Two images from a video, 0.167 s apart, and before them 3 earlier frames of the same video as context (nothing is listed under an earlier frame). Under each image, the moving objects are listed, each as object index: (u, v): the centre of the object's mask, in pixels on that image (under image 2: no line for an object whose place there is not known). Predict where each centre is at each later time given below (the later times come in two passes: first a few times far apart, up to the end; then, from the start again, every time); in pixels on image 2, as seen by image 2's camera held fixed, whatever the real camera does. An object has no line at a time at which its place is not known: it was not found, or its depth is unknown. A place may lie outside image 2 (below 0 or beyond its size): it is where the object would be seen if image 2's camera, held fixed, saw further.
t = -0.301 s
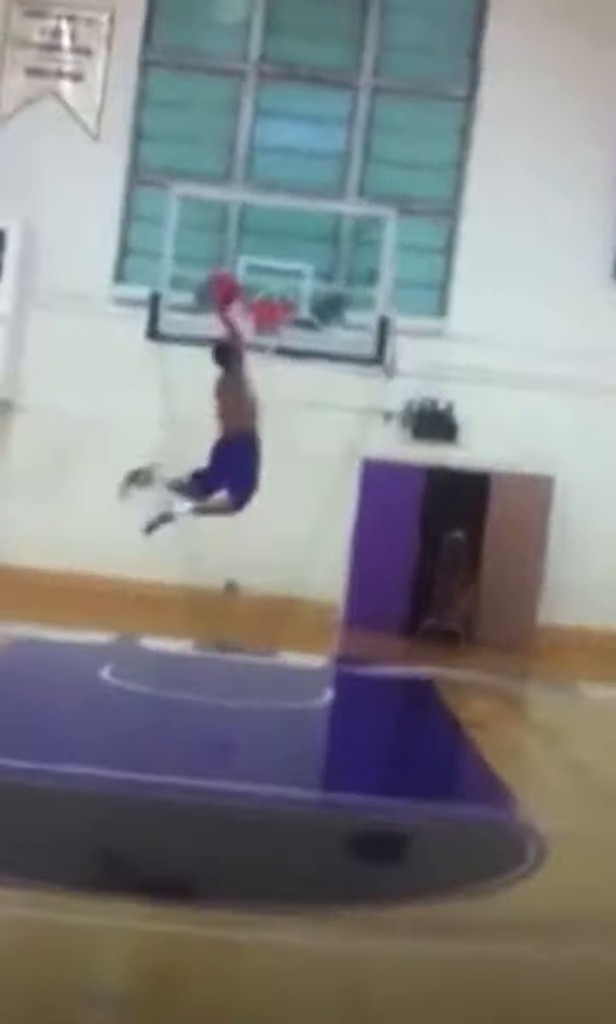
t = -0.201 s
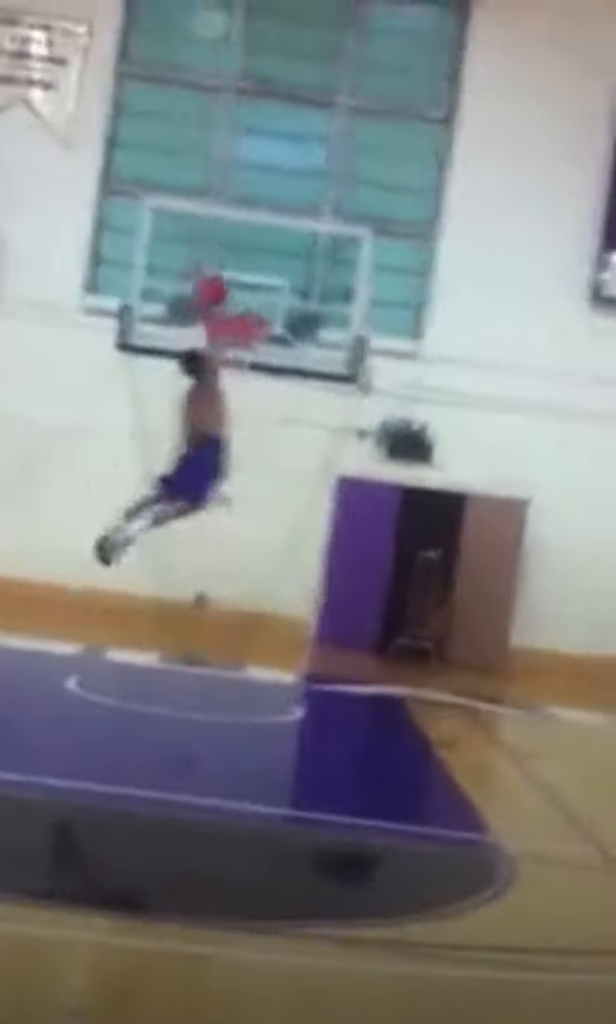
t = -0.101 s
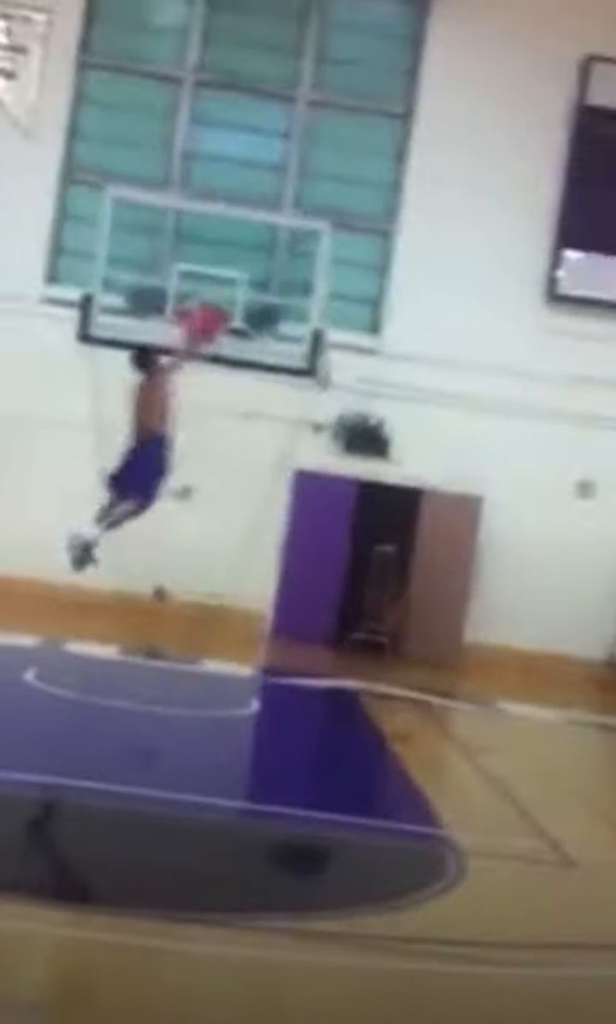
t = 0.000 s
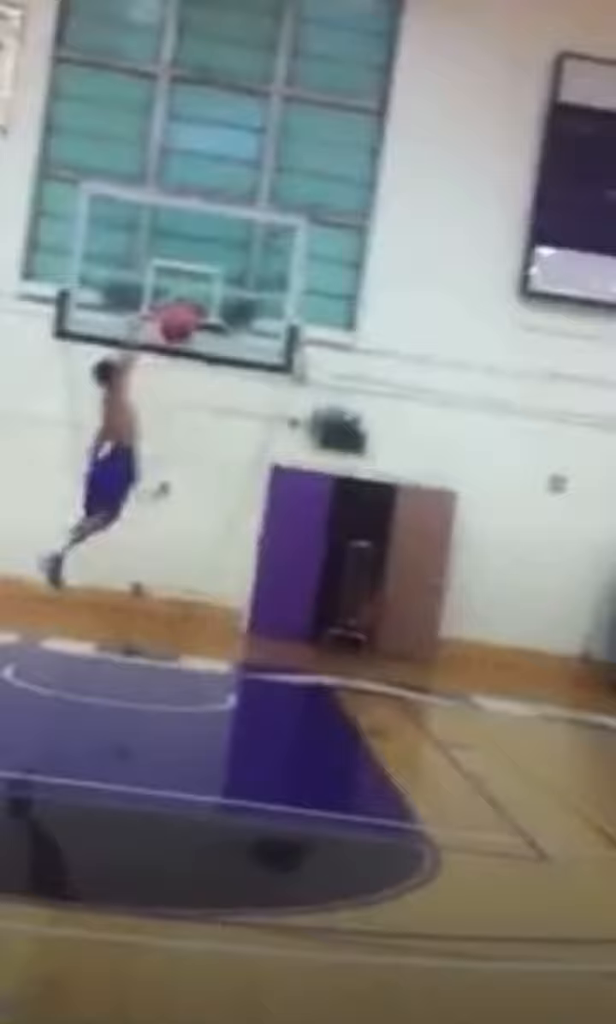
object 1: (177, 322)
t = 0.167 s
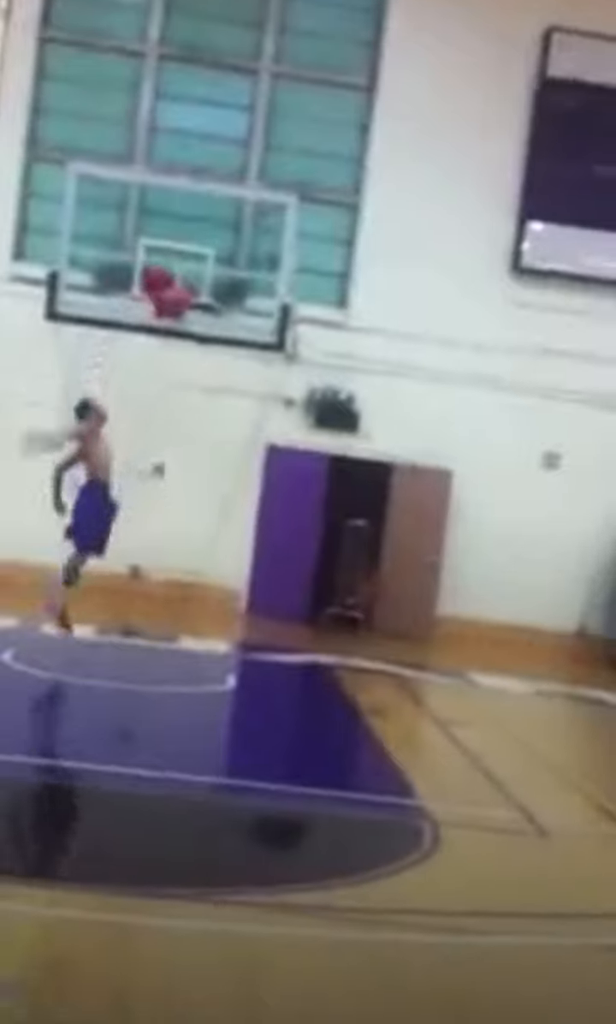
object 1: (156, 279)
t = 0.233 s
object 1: (150, 276)
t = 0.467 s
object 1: (118, 309)
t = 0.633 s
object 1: (89, 386)
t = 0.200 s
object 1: (154, 277)
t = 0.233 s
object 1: (150, 276)
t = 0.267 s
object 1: (146, 275)
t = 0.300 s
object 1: (144, 277)
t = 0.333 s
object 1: (138, 279)
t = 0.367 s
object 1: (132, 284)
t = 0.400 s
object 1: (127, 293)
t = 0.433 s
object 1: (122, 299)
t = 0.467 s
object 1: (118, 309)
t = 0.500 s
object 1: (112, 324)
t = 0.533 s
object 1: (105, 335)
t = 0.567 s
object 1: (100, 352)
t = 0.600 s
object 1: (94, 368)
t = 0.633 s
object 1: (89, 386)
